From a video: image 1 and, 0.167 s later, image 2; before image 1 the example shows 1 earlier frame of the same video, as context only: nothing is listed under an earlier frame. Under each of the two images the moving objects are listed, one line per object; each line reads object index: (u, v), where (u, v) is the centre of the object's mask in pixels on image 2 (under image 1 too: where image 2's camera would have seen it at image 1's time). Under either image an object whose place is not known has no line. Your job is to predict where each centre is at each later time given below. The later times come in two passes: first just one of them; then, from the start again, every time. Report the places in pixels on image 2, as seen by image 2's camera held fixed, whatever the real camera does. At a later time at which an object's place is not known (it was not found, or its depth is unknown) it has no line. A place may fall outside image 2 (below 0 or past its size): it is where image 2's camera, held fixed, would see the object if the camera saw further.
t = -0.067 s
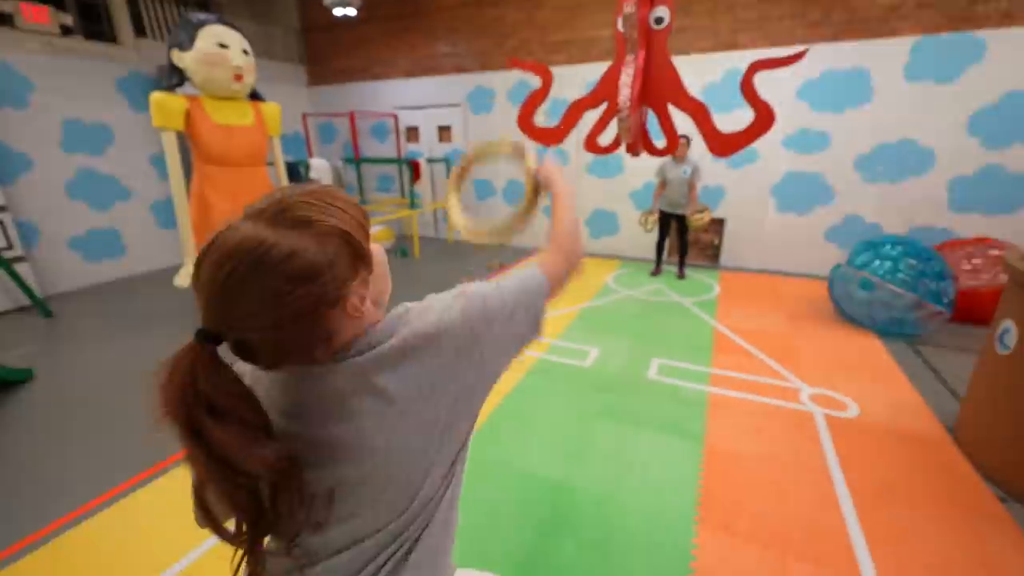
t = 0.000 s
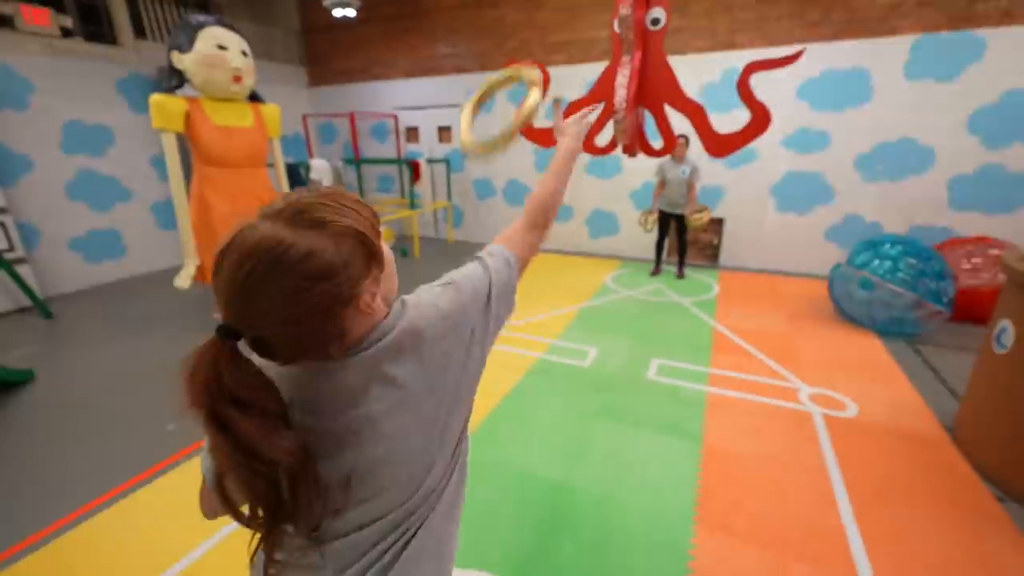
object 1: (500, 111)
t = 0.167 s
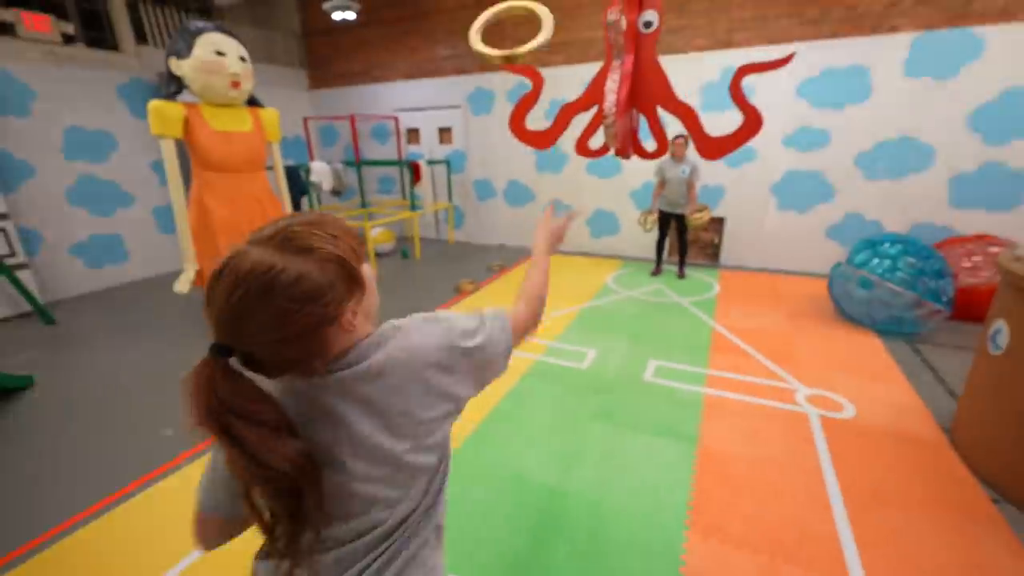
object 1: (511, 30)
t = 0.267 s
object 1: (521, 34)
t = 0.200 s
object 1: (515, 27)
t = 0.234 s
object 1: (519, 29)
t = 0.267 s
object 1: (521, 34)
